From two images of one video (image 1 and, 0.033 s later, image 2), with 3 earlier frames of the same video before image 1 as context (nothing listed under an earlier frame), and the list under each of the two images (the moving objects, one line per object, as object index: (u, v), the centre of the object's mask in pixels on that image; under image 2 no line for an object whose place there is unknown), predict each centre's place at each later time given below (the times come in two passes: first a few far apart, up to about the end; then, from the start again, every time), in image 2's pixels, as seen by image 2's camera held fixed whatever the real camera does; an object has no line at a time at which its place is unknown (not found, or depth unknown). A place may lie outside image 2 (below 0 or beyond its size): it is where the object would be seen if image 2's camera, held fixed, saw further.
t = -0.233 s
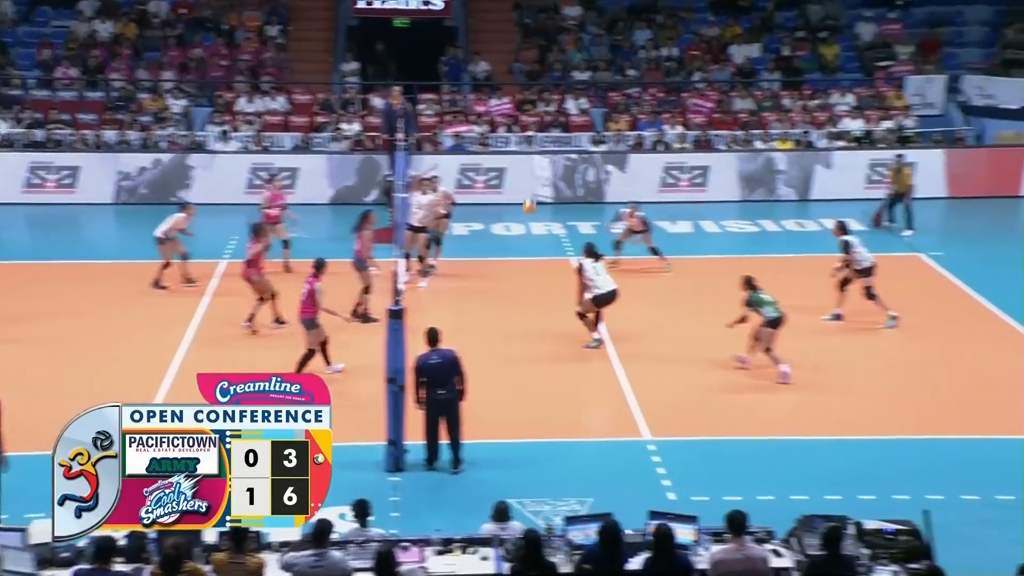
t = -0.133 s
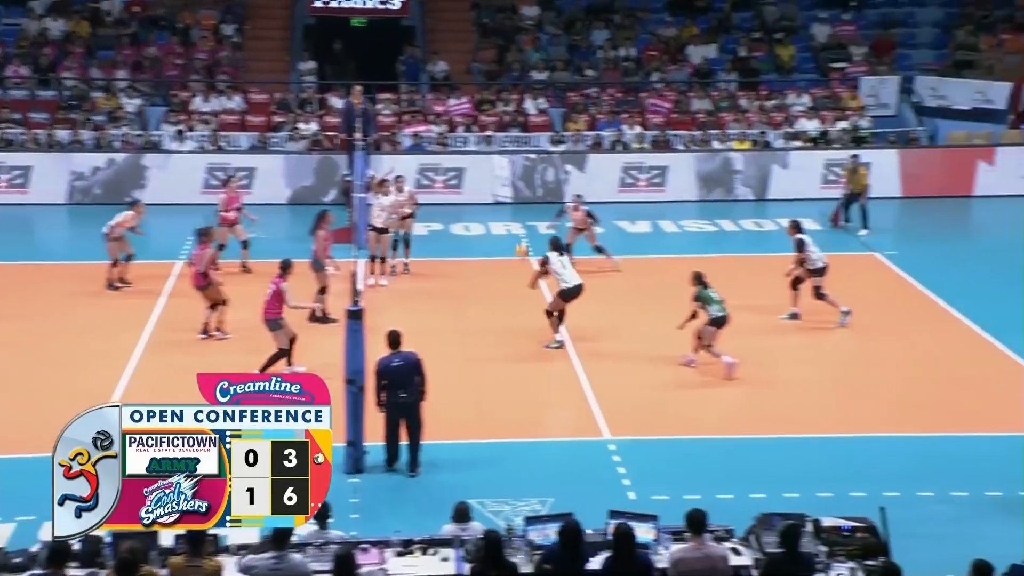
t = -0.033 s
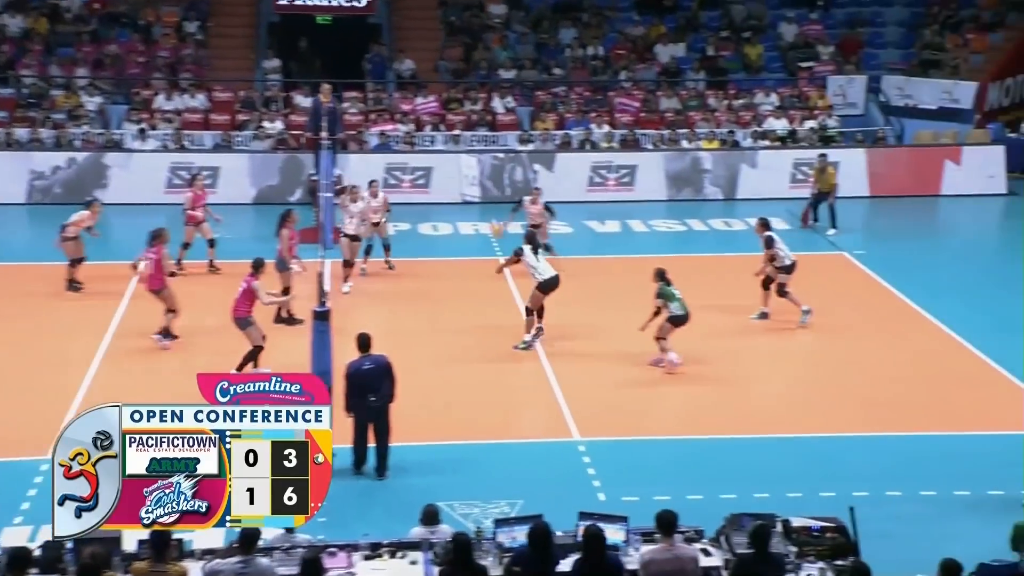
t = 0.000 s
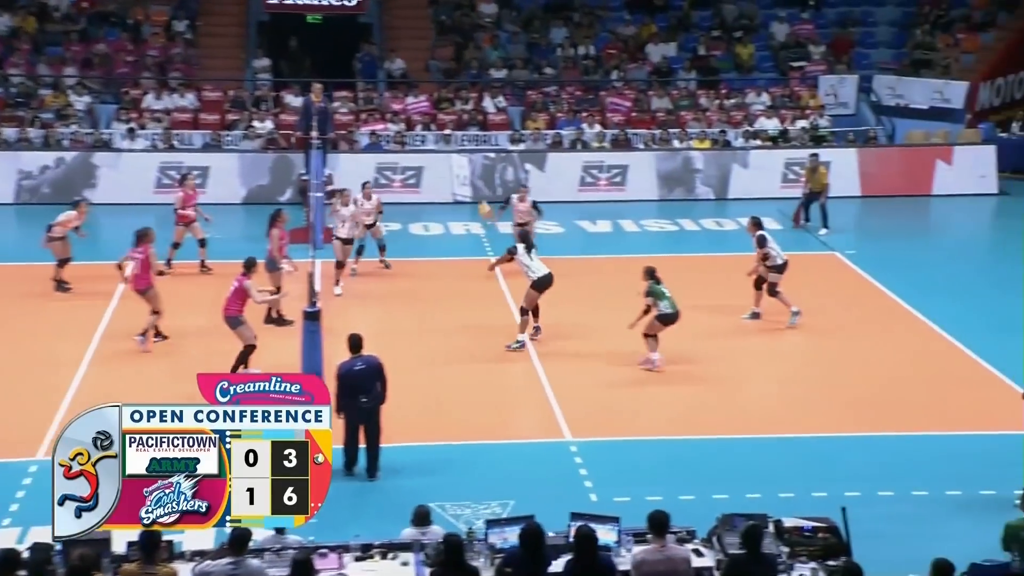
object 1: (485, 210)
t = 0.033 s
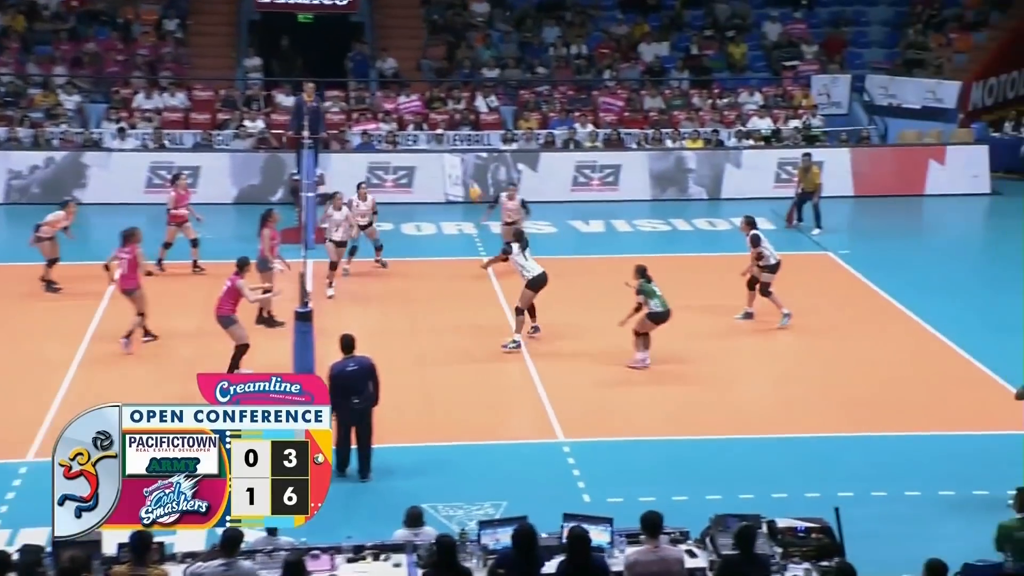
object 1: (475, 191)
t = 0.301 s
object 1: (455, 81)
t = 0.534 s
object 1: (436, 25)
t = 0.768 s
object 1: (419, 7)
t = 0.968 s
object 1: (405, 21)
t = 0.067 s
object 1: (473, 176)
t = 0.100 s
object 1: (469, 161)
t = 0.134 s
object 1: (467, 145)
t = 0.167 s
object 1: (465, 130)
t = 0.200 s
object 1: (462, 117)
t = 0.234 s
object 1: (460, 104)
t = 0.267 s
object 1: (458, 91)
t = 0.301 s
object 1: (455, 81)
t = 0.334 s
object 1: (452, 70)
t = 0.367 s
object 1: (449, 61)
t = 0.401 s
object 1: (447, 52)
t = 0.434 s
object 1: (444, 44)
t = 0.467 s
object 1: (441, 36)
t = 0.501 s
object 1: (439, 30)
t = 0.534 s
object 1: (436, 25)
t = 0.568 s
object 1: (434, 20)
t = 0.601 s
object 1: (431, 15)
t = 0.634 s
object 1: (429, 12)
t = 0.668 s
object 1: (426, 10)
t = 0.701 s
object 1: (424, 8)
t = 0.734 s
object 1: (421, 7)
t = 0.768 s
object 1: (419, 7)
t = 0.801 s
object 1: (416, 7)
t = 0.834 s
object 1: (414, 8)
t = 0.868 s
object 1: (412, 10)
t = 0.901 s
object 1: (409, 13)
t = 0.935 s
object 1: (407, 17)
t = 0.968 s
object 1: (405, 21)
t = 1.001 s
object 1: (403, 25)
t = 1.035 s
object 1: (401, 31)
